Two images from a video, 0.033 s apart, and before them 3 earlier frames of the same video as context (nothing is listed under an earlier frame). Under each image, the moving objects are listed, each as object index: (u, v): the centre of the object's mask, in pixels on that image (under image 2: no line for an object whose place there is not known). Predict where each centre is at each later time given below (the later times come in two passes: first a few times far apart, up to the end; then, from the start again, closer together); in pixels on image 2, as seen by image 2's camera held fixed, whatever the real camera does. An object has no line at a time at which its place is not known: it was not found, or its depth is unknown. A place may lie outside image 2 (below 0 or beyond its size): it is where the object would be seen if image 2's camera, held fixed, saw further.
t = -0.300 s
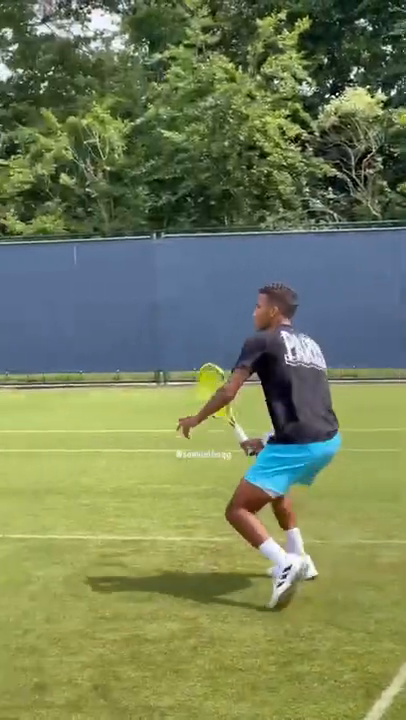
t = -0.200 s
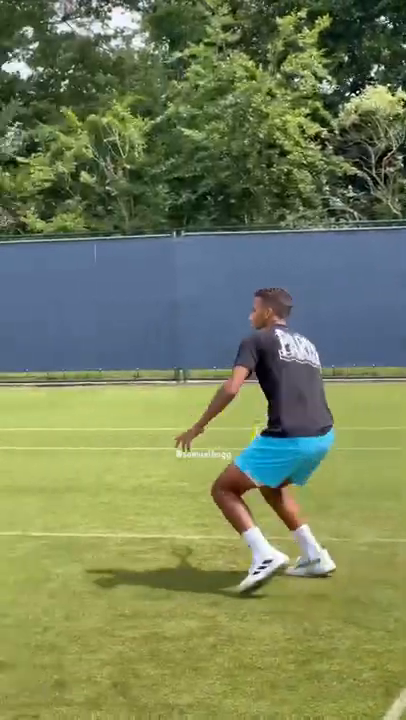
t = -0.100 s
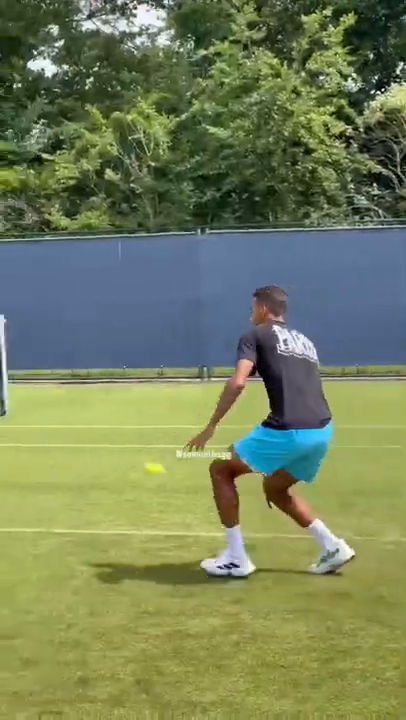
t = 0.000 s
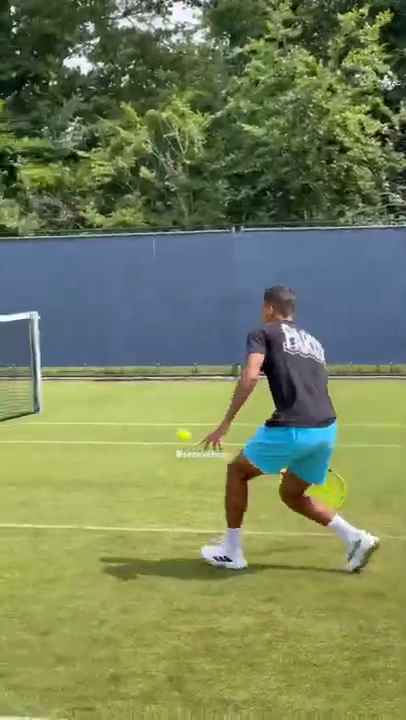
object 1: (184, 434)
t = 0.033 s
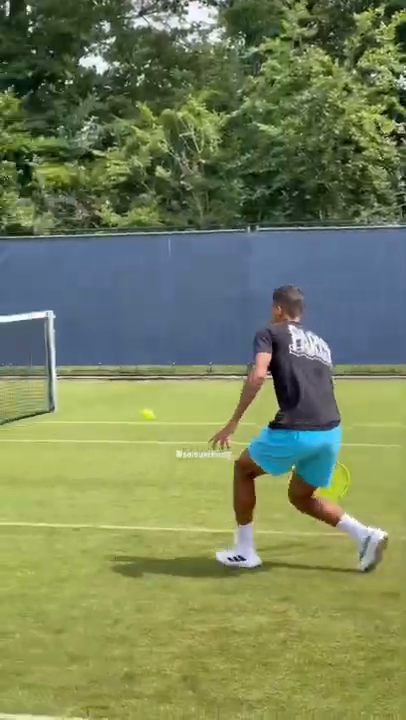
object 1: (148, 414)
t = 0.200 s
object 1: (-69, 354)
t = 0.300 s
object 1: (-175, 341)
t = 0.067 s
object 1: (99, 397)
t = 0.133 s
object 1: (11, 372)
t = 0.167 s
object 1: (-30, 362)
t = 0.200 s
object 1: (-69, 354)
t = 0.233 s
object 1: (-107, 349)
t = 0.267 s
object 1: (-141, 344)
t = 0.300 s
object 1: (-175, 341)
